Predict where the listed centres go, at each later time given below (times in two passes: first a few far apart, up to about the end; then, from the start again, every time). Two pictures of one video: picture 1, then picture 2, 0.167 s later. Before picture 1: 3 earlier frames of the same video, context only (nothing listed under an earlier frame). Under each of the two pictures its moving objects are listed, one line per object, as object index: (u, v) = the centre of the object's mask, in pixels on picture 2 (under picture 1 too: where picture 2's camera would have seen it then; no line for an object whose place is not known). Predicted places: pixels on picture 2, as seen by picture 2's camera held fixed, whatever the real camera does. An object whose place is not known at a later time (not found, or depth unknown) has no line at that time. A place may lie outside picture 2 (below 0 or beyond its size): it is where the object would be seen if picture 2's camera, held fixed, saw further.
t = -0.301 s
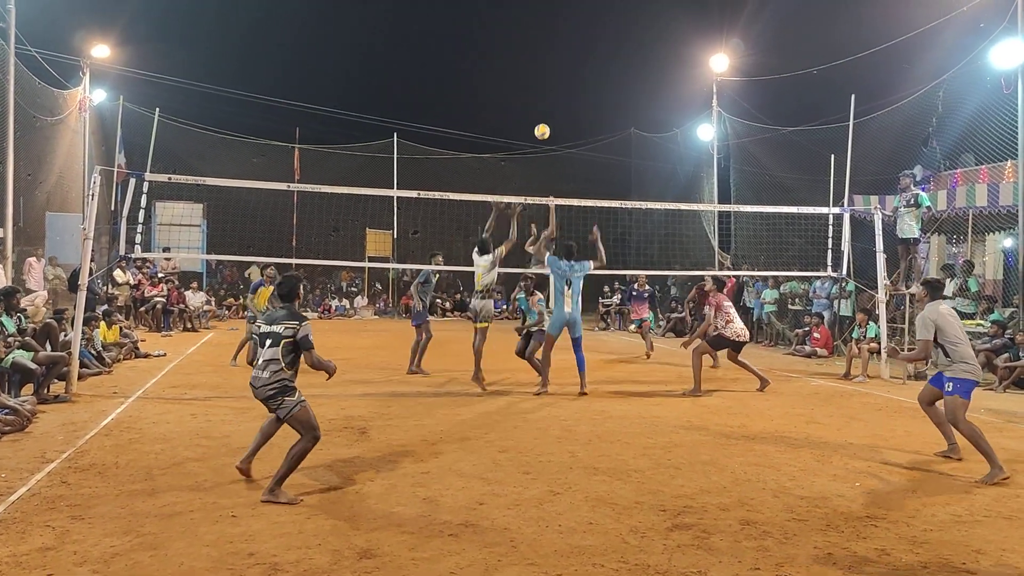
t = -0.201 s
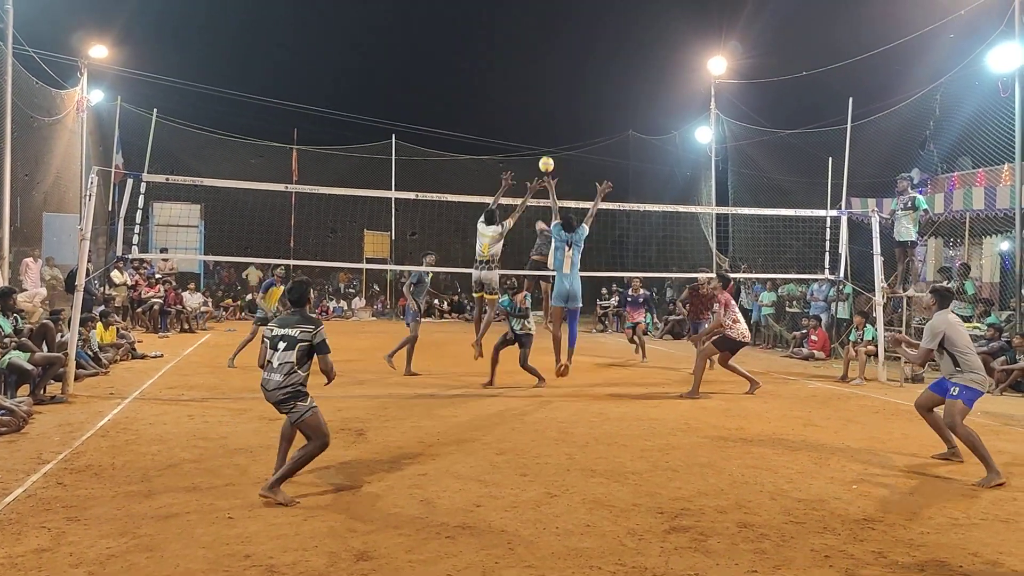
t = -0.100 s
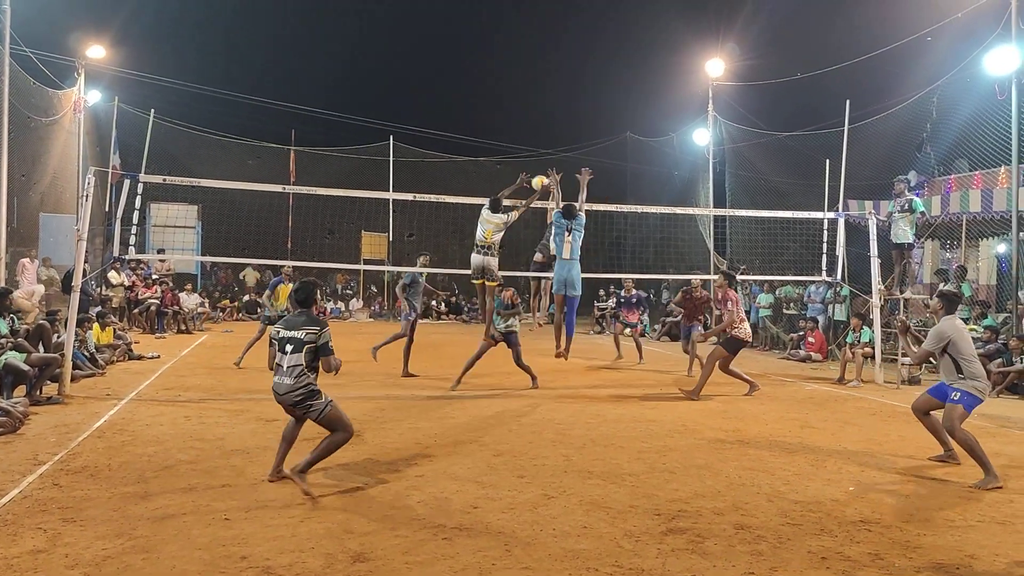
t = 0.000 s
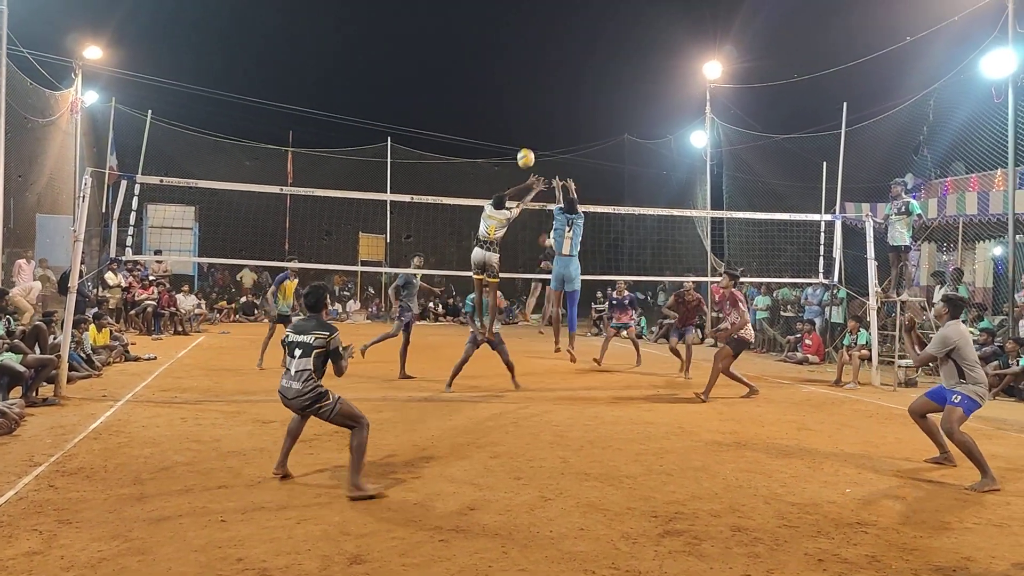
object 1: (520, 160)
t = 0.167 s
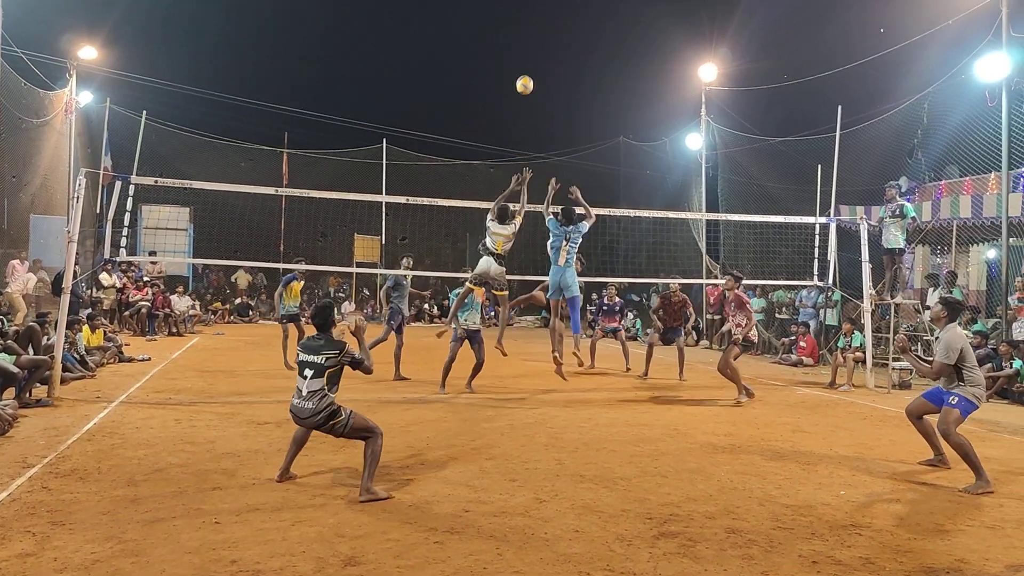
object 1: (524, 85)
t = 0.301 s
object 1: (525, 43)
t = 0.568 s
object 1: (524, 3)
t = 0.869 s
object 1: (520, 17)
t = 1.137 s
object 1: (515, 77)
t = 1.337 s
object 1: (510, 149)
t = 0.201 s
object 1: (524, 73)
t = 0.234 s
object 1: (524, 63)
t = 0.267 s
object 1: (525, 52)
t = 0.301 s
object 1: (525, 43)
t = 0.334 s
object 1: (525, 35)
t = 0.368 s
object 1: (525, 27)
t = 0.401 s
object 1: (525, 21)
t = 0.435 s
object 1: (525, 16)
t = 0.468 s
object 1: (524, 11)
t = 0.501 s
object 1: (524, 7)
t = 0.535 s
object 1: (524, 4)
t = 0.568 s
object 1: (524, 3)
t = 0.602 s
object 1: (523, 2)
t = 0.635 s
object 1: (523, 1)
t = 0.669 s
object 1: (523, 1)
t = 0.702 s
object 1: (522, 1)
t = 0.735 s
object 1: (522, 2)
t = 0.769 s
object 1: (521, 5)
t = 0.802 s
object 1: (521, 8)
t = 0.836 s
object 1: (520, 12)
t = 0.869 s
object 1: (520, 17)
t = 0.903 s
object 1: (519, 22)
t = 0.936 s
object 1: (519, 28)
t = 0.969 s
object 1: (518, 34)
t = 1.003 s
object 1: (517, 42)
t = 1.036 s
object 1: (517, 50)
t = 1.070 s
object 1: (516, 58)
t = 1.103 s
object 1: (515, 68)
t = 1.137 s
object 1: (515, 77)
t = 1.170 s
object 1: (514, 88)
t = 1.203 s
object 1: (513, 99)
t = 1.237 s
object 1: (512, 111)
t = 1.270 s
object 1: (512, 123)
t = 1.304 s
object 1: (511, 135)
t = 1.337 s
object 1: (510, 149)
